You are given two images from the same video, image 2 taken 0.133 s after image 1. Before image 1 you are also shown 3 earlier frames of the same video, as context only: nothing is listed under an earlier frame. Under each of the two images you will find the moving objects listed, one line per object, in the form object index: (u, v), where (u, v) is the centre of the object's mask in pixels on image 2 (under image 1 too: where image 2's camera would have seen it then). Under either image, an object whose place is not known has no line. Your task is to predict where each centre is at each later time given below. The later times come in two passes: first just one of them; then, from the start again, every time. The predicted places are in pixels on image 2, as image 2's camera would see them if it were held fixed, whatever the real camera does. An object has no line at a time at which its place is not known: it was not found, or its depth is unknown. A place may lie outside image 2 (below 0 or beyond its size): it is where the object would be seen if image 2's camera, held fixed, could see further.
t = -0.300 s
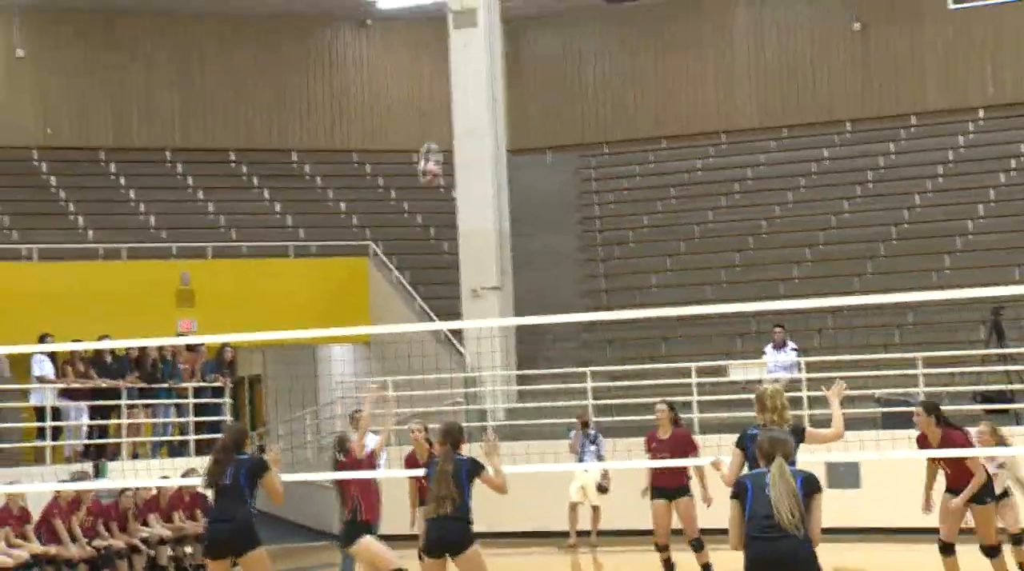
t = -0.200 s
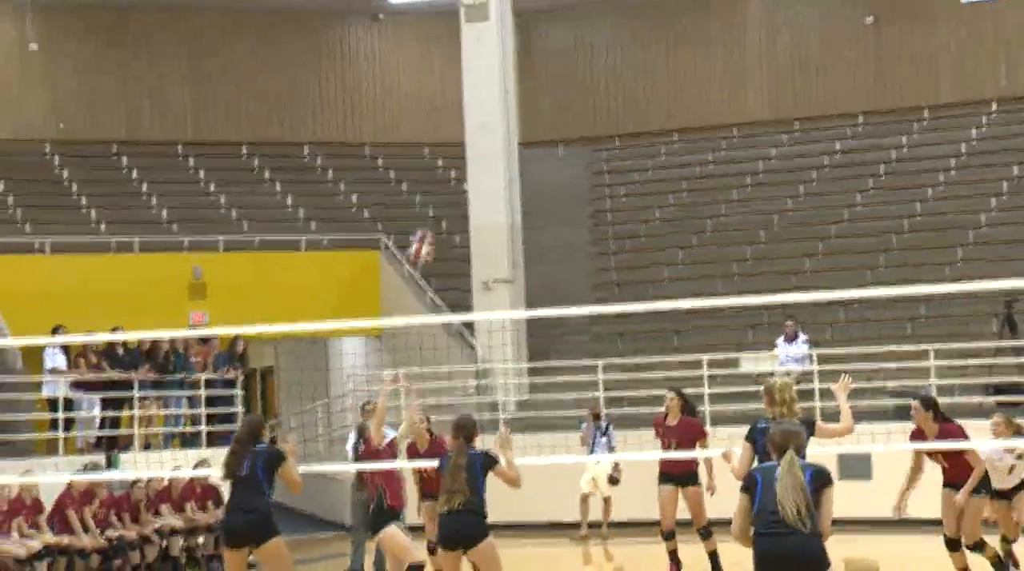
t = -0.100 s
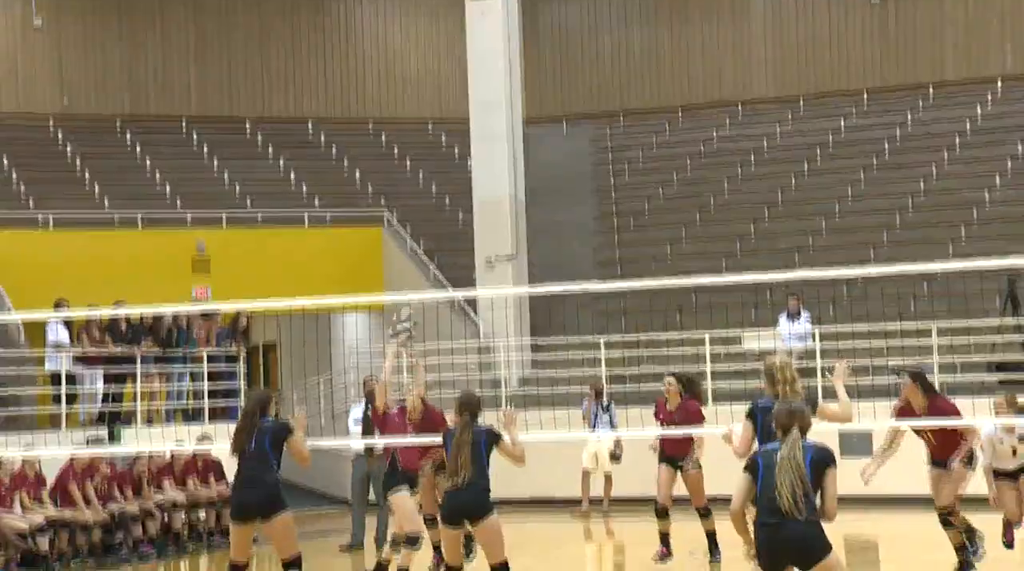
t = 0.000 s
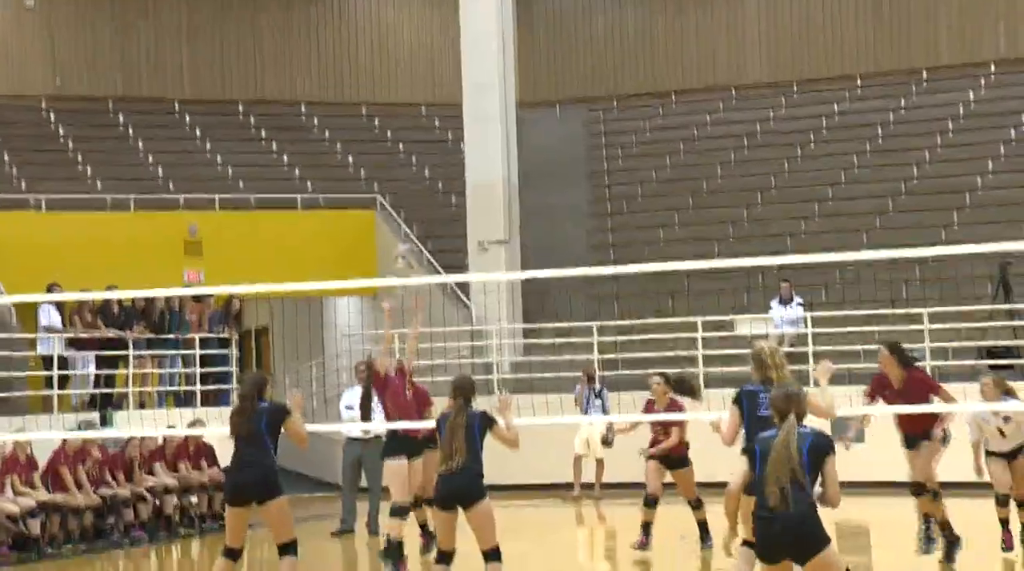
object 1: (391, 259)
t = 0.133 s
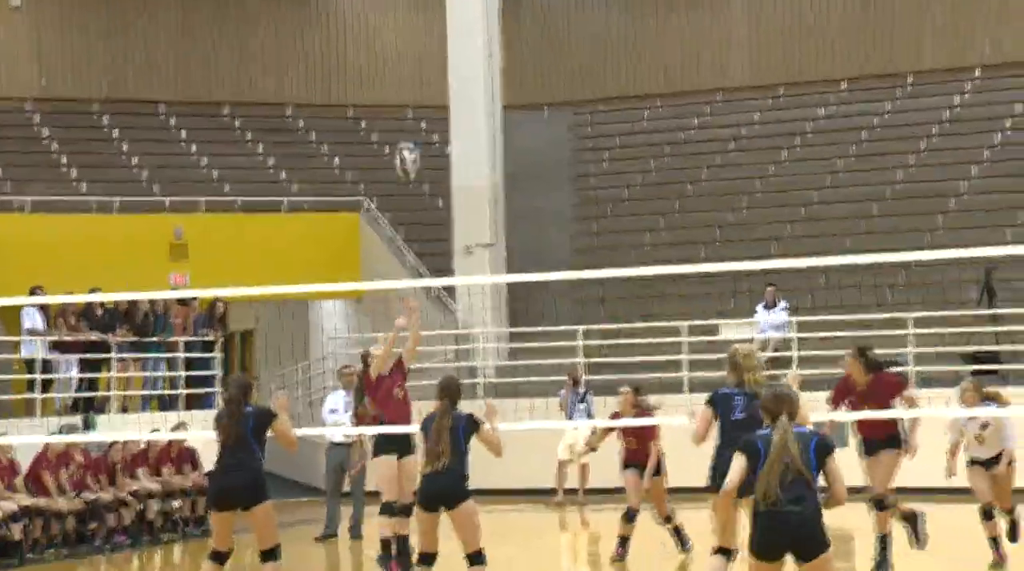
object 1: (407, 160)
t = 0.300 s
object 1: (430, 58)
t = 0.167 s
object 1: (412, 137)
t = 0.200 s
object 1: (416, 116)
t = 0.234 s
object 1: (420, 95)
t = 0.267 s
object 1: (426, 76)
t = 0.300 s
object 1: (430, 58)
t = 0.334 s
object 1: (434, 42)
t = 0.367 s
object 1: (438, 28)
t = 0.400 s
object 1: (442, 15)
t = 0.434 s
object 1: (447, 5)
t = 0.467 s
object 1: (454, -7)
